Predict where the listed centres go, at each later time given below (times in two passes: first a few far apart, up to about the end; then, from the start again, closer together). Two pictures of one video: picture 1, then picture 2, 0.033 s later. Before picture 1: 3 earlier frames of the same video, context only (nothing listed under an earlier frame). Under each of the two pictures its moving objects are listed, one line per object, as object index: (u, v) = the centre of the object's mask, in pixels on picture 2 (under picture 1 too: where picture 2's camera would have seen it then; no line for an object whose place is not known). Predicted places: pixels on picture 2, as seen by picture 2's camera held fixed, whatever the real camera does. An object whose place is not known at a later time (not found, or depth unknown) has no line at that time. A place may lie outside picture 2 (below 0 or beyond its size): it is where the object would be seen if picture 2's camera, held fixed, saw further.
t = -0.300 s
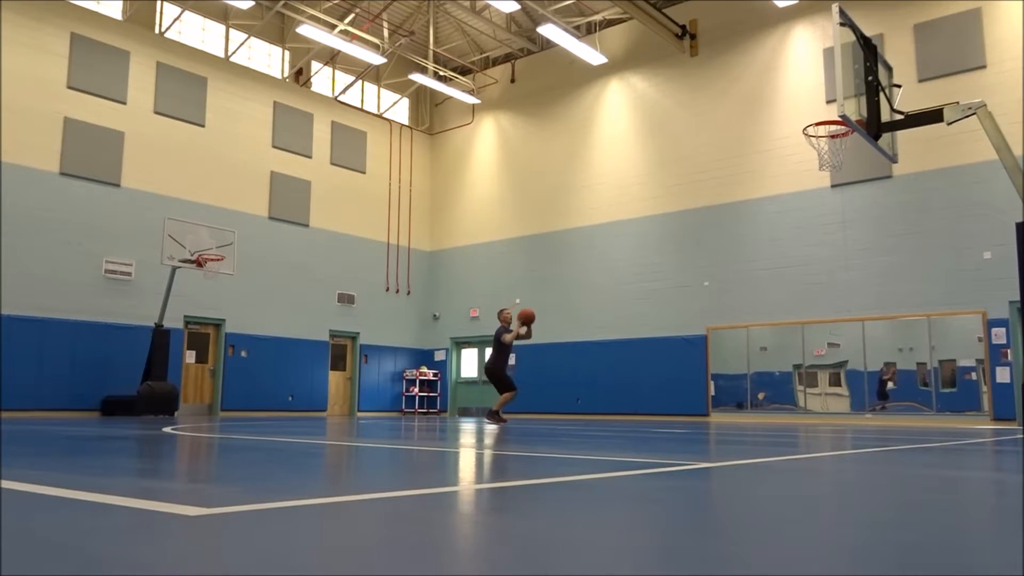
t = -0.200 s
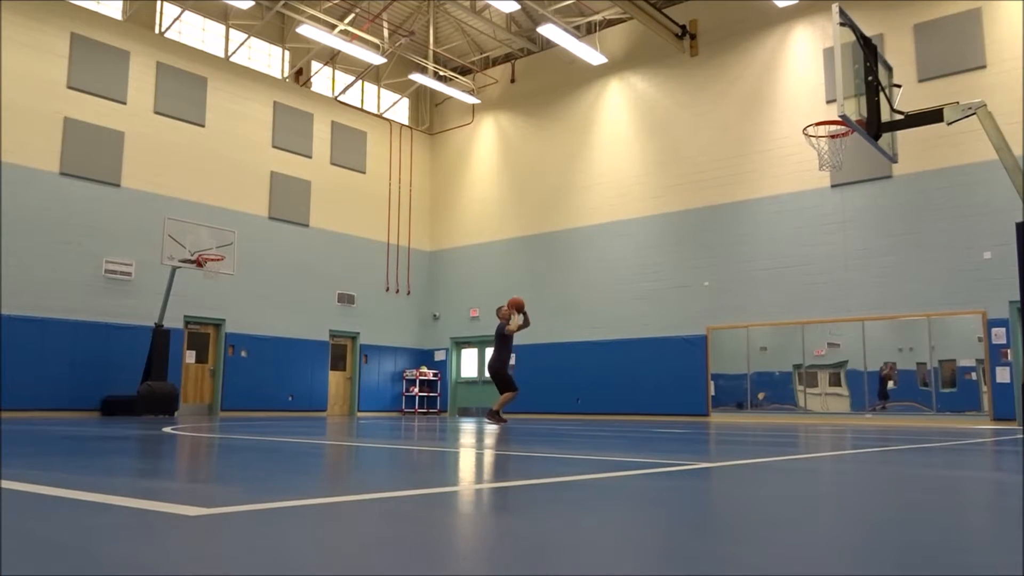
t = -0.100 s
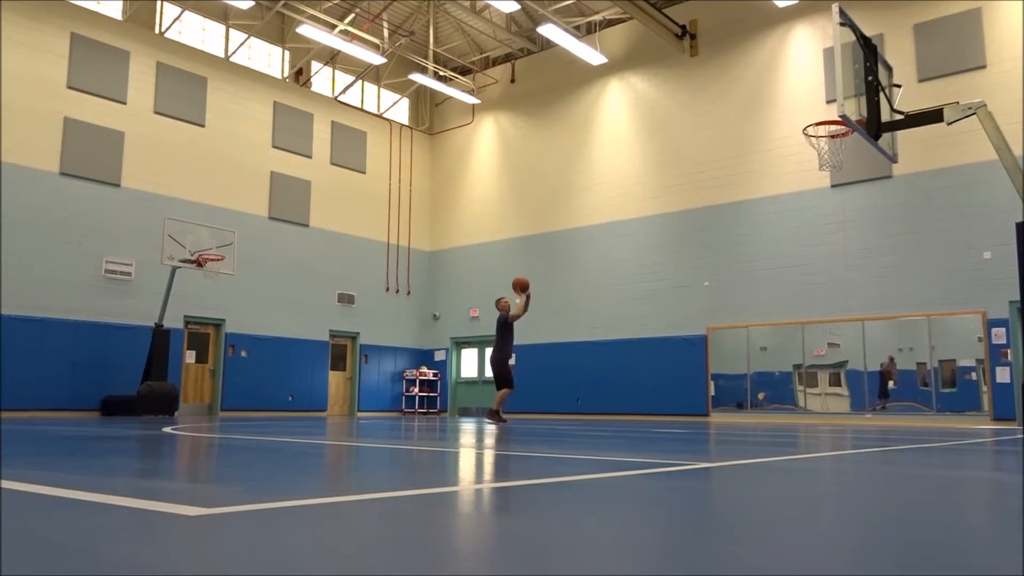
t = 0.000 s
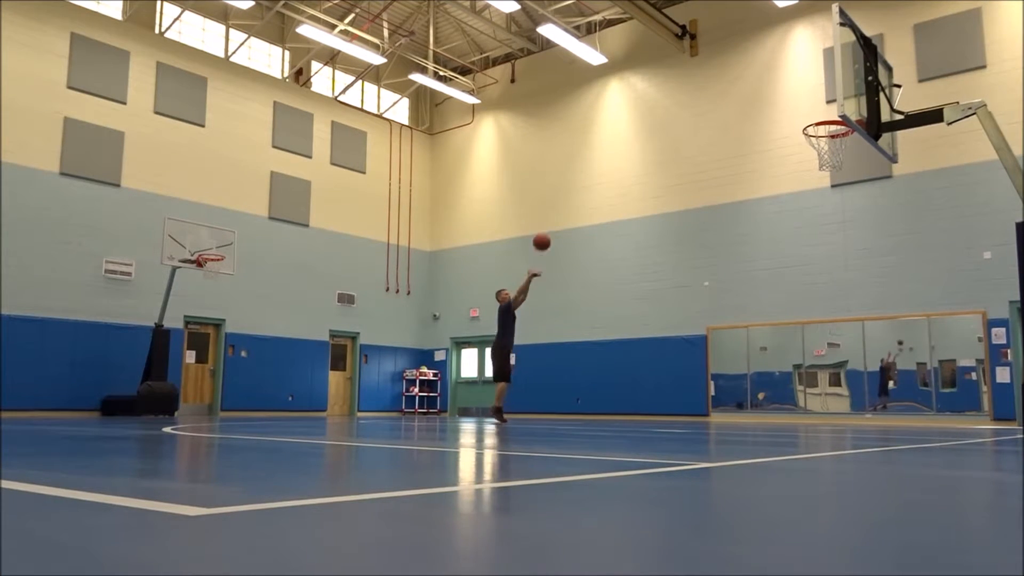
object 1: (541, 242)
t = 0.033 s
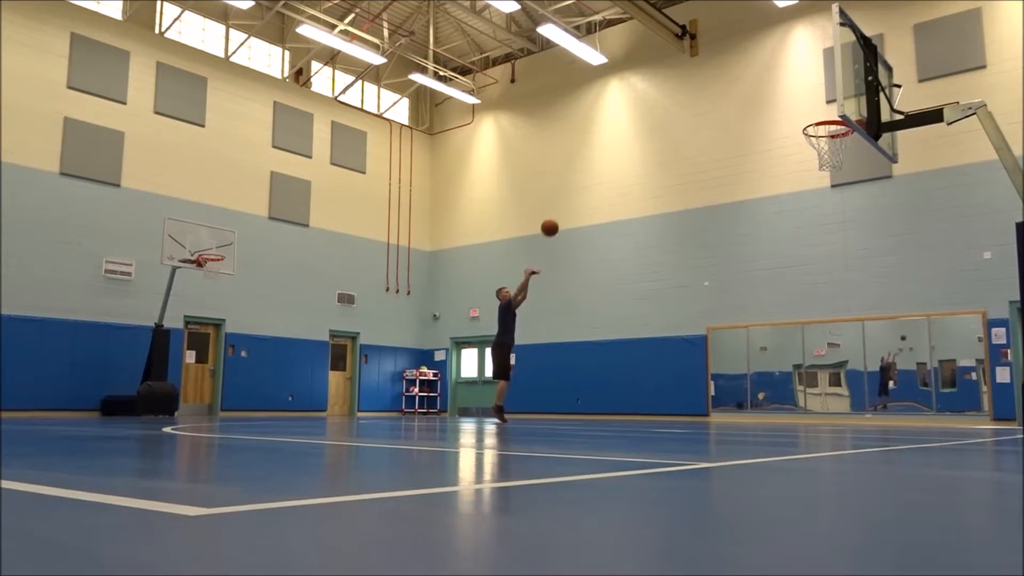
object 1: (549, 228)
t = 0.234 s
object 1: (599, 155)
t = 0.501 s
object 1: (674, 98)
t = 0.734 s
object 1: (750, 91)
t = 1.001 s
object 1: (838, 129)
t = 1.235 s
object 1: (809, 114)
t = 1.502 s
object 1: (798, 125)
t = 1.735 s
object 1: (790, 196)
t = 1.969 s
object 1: (783, 334)
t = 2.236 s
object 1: (765, 322)
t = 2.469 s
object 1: (744, 234)
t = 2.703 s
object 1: (726, 207)
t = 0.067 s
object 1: (557, 214)
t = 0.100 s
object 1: (566, 201)
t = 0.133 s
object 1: (574, 188)
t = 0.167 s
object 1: (582, 176)
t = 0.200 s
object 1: (591, 166)
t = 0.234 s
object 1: (599, 155)
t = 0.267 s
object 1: (608, 146)
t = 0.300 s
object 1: (617, 137)
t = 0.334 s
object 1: (627, 128)
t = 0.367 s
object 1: (636, 121)
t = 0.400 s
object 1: (645, 114)
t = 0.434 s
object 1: (654, 108)
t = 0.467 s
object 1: (664, 103)
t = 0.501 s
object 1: (674, 98)
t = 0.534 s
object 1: (684, 95)
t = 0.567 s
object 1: (694, 92)
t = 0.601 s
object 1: (705, 90)
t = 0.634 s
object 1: (716, 89)
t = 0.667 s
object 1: (727, 89)
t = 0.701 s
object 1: (738, 89)
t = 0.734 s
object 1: (750, 91)
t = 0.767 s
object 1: (761, 94)
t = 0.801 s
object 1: (774, 97)
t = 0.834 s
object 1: (786, 102)
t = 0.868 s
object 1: (799, 108)
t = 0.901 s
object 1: (812, 114)
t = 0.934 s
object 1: (824, 121)
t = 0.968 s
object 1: (833, 125)
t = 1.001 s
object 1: (838, 129)
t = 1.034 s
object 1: (837, 131)
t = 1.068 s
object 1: (829, 133)
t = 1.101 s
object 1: (821, 129)
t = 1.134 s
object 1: (815, 126)
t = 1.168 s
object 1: (812, 121)
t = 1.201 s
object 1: (810, 116)
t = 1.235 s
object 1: (809, 114)
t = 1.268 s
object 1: (807, 112)
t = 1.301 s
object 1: (806, 111)
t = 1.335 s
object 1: (804, 110)
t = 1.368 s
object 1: (803, 111)
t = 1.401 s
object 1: (802, 113)
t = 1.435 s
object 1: (800, 116)
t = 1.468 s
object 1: (799, 120)
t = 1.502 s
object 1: (798, 125)
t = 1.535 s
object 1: (796, 132)
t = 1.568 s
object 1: (795, 139)
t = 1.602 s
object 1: (794, 148)
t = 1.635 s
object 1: (793, 158)
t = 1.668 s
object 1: (792, 169)
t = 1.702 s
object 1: (791, 182)
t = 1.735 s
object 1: (790, 196)
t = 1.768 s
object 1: (789, 211)
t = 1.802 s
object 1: (788, 227)
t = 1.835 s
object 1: (787, 246)
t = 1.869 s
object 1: (786, 265)
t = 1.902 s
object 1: (785, 287)
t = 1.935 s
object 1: (784, 310)
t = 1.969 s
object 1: (783, 334)
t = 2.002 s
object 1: (783, 360)
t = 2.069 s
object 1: (781, 419)
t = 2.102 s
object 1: (778, 400)
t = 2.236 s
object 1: (765, 322)
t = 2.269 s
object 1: (762, 306)
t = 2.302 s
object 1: (759, 291)
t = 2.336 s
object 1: (756, 277)
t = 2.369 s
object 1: (753, 264)
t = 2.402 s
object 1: (750, 253)
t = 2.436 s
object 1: (747, 243)
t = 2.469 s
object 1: (744, 234)
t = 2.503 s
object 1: (742, 227)
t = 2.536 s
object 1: (739, 220)
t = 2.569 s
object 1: (736, 215)
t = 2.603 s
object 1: (734, 211)
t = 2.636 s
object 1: (731, 208)
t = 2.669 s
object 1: (728, 207)
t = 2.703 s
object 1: (726, 207)
